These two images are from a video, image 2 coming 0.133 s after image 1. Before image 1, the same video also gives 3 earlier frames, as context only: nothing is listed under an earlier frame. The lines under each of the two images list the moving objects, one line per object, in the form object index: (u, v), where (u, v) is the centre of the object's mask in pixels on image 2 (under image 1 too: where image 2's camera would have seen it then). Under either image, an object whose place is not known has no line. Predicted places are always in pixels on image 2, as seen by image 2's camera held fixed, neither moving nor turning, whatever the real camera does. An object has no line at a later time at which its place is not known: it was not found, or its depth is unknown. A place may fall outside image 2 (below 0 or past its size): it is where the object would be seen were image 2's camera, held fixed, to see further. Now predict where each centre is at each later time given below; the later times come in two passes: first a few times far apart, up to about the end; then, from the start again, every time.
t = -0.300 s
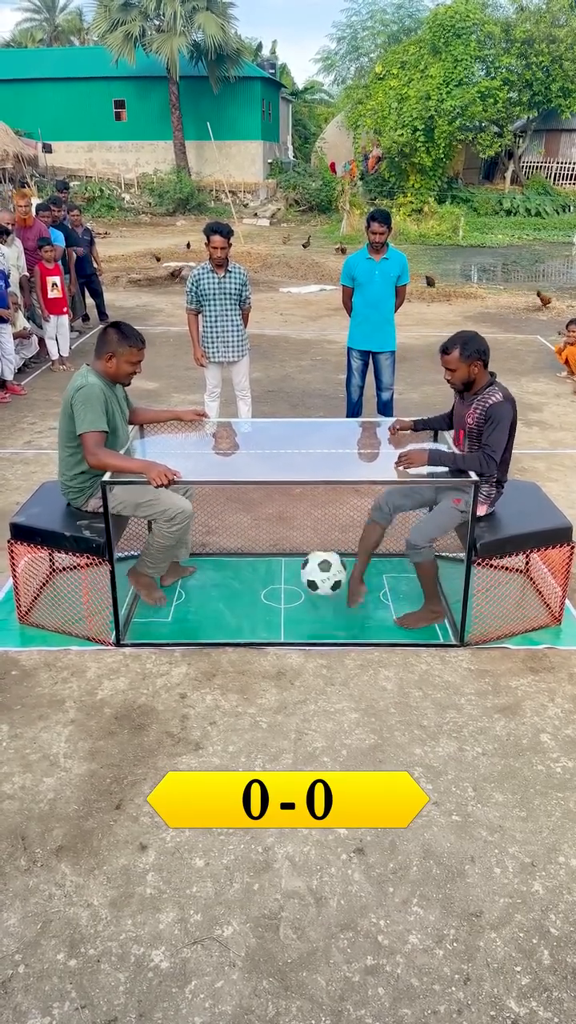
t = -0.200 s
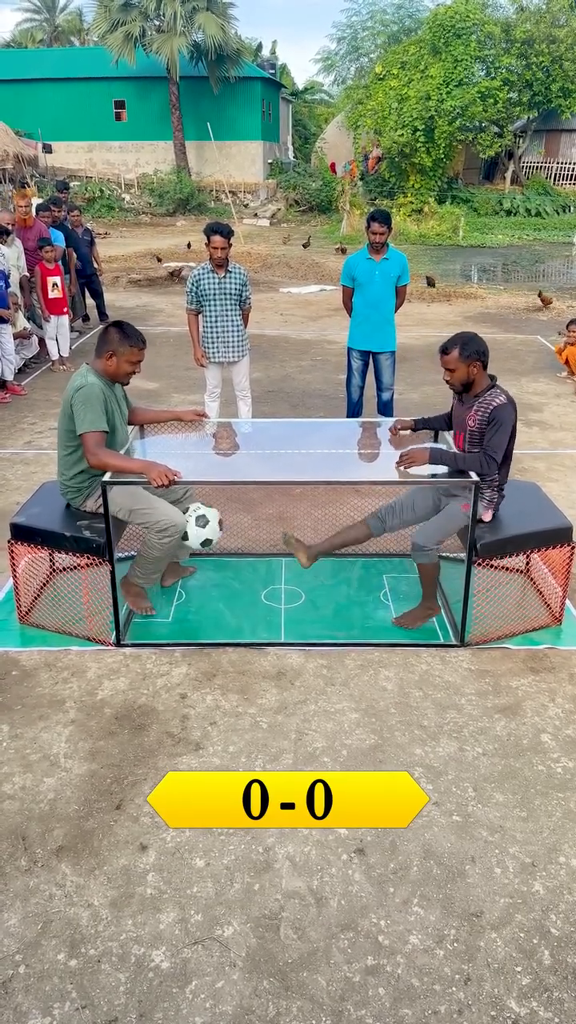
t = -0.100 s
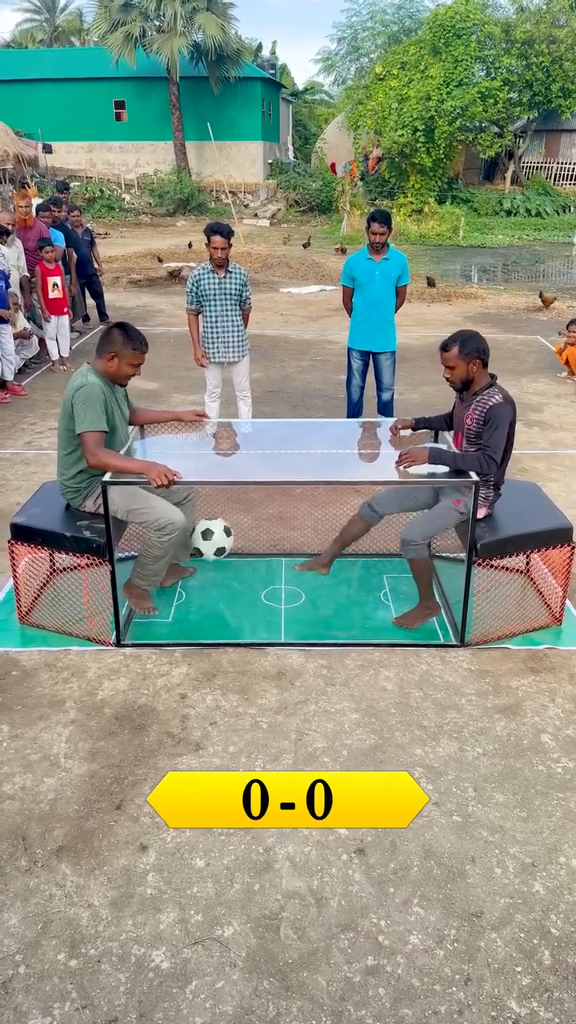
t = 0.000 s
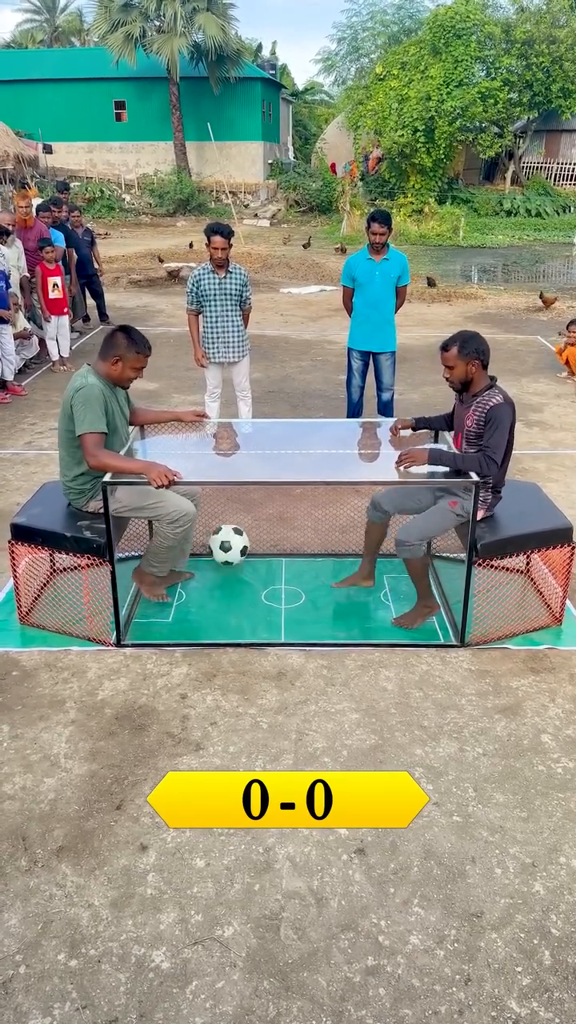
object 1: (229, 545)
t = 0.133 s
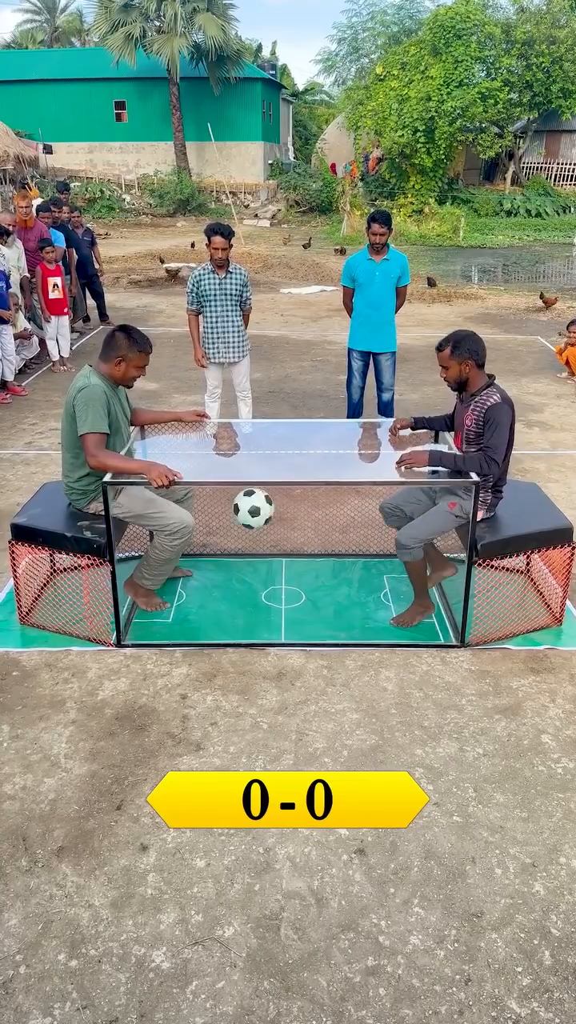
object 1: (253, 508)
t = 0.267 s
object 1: (280, 503)
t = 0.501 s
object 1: (329, 548)
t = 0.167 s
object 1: (260, 504)
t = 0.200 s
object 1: (266, 503)
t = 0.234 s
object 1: (273, 503)
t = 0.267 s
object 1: (280, 503)
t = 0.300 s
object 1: (288, 506)
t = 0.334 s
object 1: (295, 510)
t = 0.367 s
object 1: (301, 517)
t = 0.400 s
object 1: (308, 527)
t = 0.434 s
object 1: (315, 537)
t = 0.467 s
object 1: (322, 550)
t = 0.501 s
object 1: (329, 548)
